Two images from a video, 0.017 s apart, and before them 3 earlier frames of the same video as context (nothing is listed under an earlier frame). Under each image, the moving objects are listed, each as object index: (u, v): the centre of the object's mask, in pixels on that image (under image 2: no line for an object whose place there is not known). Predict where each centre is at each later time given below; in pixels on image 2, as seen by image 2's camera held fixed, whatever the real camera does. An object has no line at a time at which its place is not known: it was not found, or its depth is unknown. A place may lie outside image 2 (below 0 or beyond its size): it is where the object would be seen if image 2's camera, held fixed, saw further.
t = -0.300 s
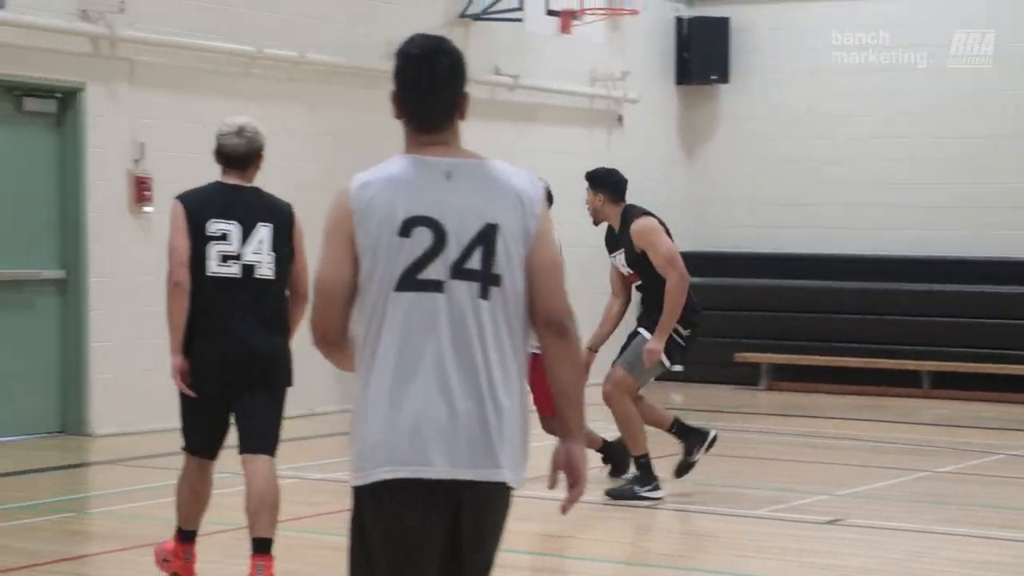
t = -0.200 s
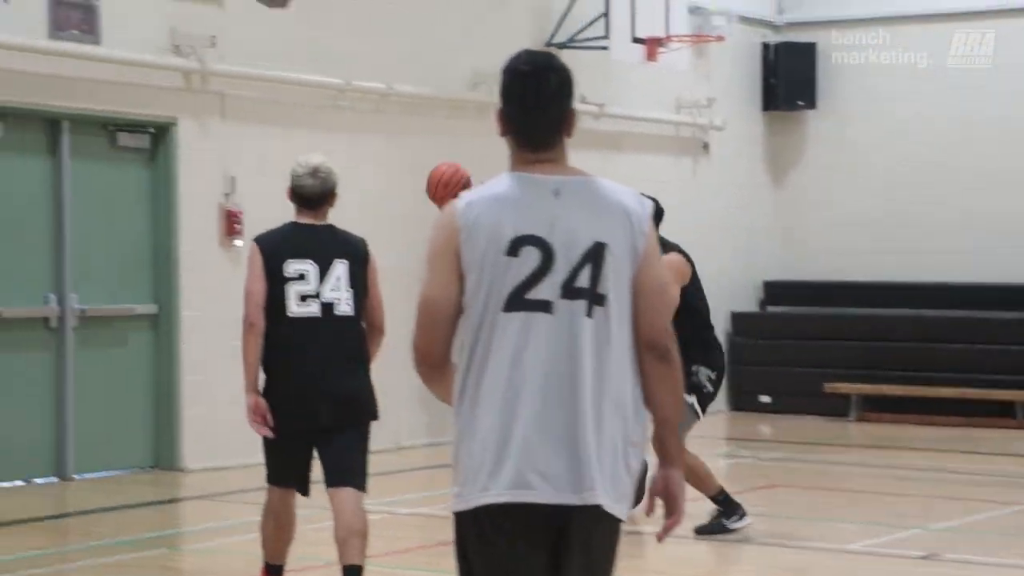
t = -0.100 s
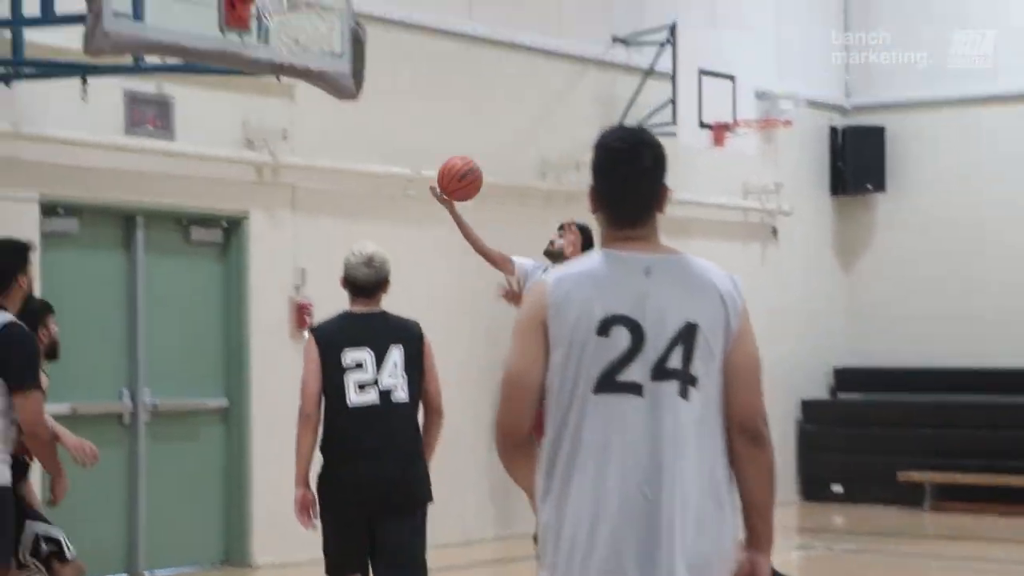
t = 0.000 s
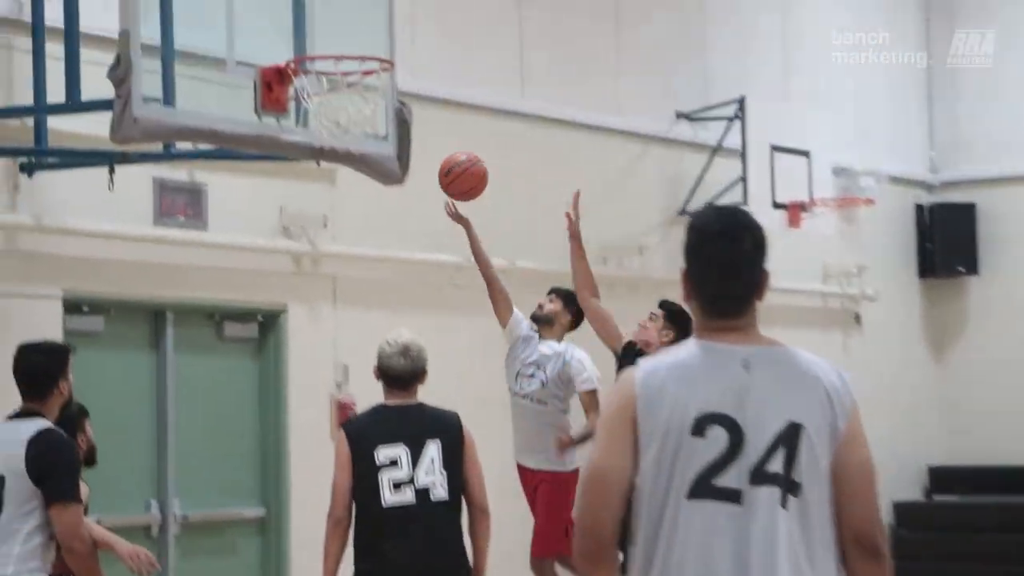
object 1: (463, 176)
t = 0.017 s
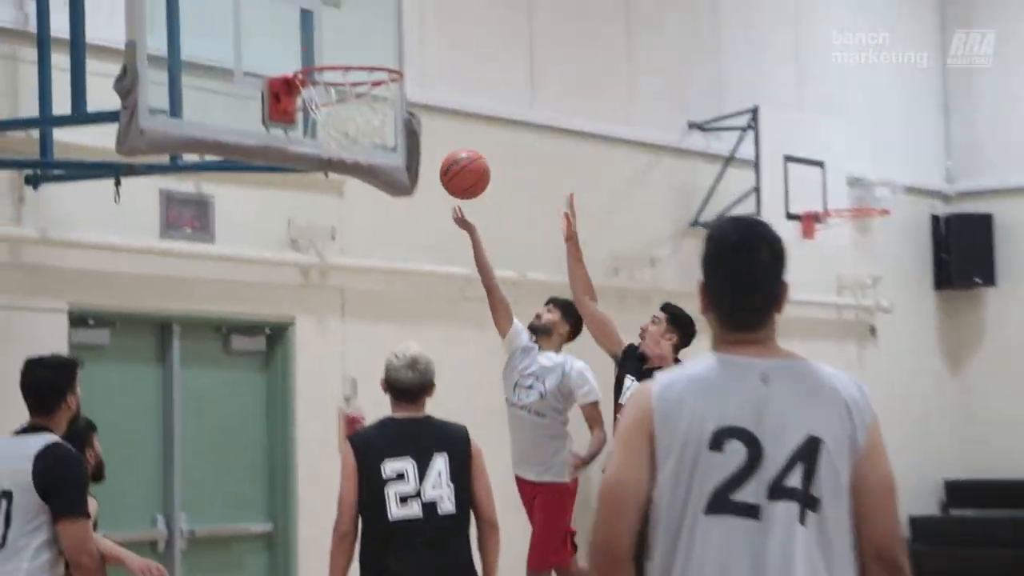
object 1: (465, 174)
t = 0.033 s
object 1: (457, 161)
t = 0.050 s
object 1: (449, 149)
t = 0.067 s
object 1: (441, 137)
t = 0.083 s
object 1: (433, 126)
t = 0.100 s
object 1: (424, 115)
